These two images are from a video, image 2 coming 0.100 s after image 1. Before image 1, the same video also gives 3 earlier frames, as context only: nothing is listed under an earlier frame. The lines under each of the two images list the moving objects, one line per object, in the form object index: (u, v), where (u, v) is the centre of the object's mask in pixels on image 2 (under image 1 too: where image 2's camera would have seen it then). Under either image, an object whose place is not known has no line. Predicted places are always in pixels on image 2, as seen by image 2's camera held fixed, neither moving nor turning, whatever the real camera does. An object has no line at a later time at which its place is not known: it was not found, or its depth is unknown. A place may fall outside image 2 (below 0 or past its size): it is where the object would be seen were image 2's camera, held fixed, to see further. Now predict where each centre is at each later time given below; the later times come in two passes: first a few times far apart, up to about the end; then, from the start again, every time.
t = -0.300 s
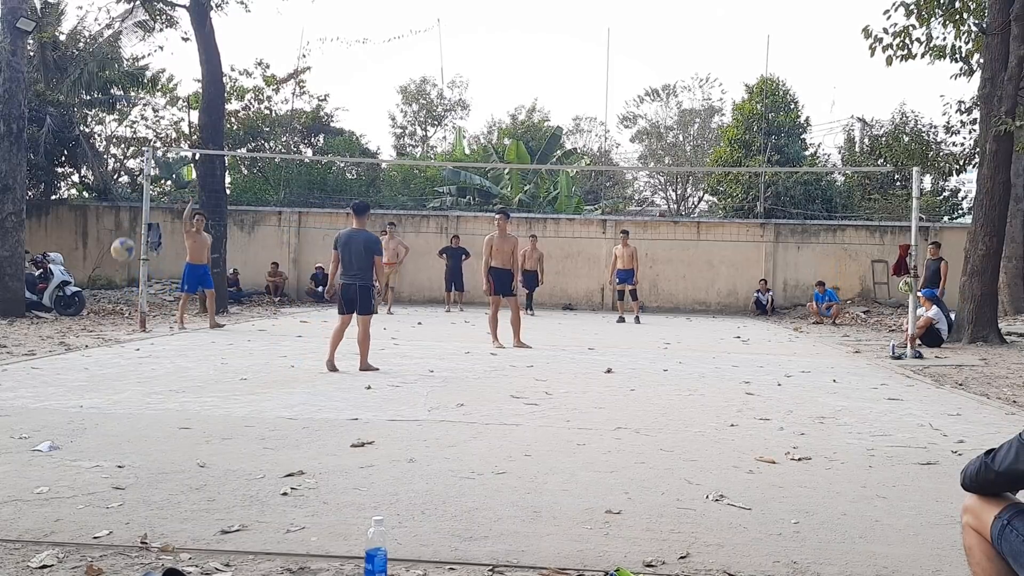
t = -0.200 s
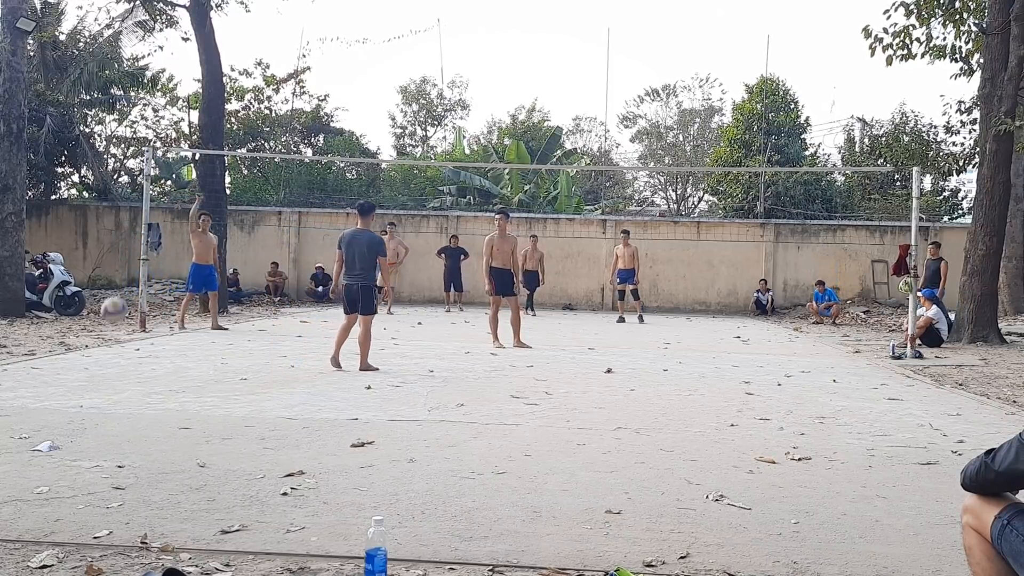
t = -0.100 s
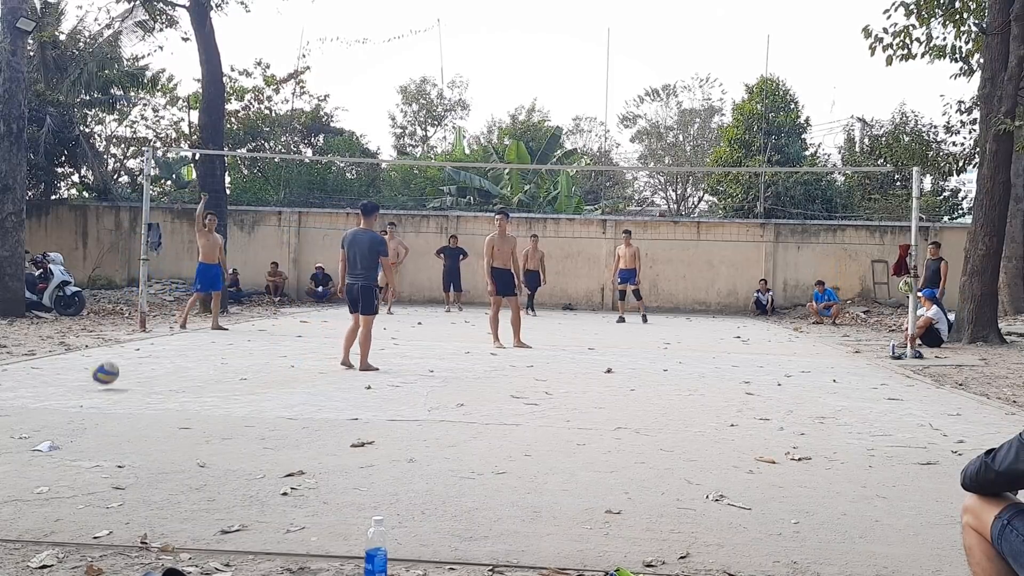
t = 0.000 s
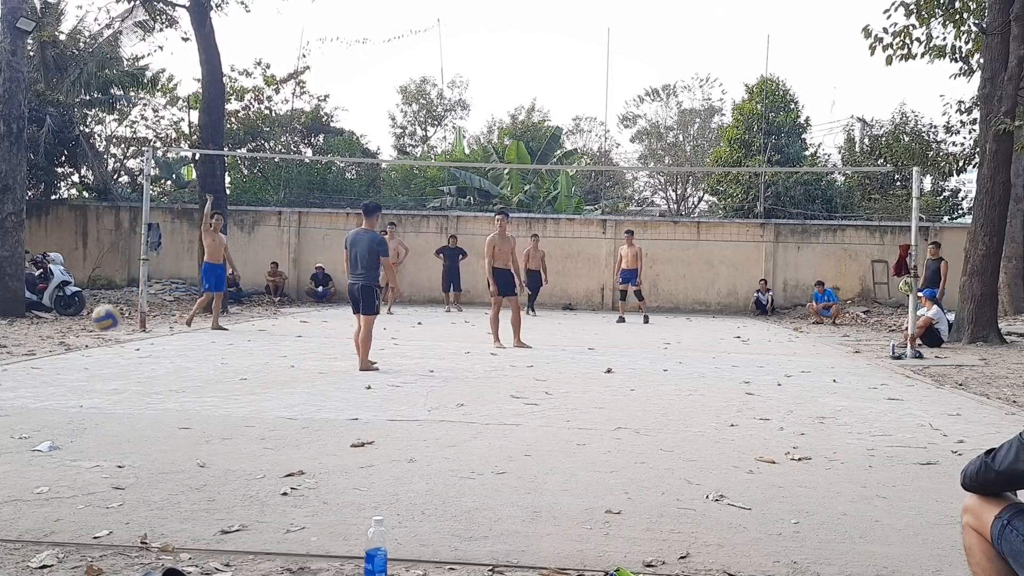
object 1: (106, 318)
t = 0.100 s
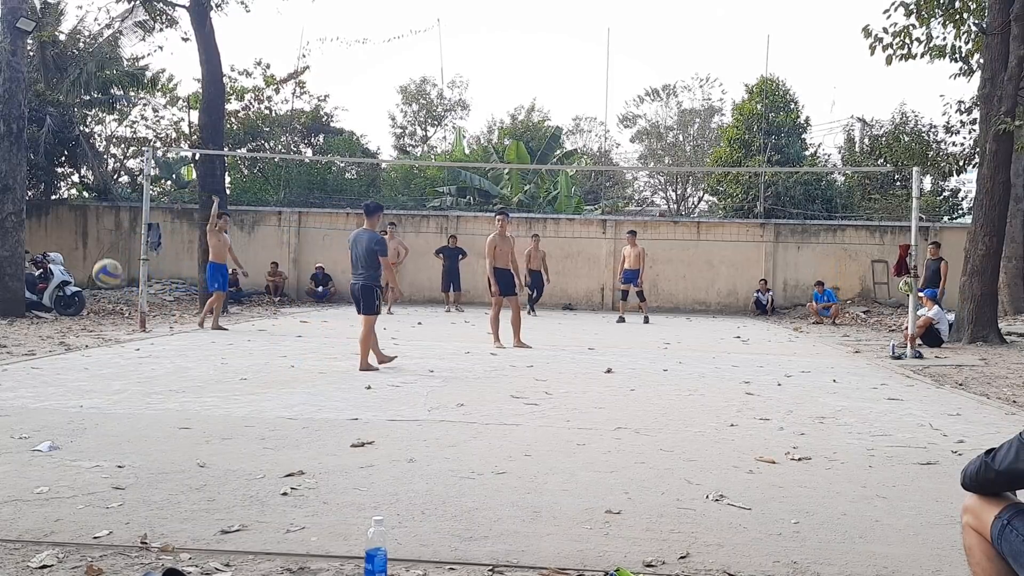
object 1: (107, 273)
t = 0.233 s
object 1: (109, 229)
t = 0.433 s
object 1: (110, 206)
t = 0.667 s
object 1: (110, 253)
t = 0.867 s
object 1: (110, 376)
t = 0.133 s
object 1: (107, 260)
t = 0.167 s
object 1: (108, 249)
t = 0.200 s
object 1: (108, 239)
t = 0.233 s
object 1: (109, 229)
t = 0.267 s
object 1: (109, 222)
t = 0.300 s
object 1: (109, 216)
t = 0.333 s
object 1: (109, 212)
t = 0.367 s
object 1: (109, 209)
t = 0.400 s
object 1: (110, 207)
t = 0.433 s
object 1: (110, 206)
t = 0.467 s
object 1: (110, 208)
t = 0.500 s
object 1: (110, 211)
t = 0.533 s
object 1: (110, 216)
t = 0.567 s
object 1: (110, 223)
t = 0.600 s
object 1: (110, 231)
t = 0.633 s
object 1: (110, 241)
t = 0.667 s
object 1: (110, 253)
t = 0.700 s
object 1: (110, 270)
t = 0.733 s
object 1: (110, 286)
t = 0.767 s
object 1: (110, 304)
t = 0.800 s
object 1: (110, 325)
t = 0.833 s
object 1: (110, 349)
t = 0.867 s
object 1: (110, 376)
